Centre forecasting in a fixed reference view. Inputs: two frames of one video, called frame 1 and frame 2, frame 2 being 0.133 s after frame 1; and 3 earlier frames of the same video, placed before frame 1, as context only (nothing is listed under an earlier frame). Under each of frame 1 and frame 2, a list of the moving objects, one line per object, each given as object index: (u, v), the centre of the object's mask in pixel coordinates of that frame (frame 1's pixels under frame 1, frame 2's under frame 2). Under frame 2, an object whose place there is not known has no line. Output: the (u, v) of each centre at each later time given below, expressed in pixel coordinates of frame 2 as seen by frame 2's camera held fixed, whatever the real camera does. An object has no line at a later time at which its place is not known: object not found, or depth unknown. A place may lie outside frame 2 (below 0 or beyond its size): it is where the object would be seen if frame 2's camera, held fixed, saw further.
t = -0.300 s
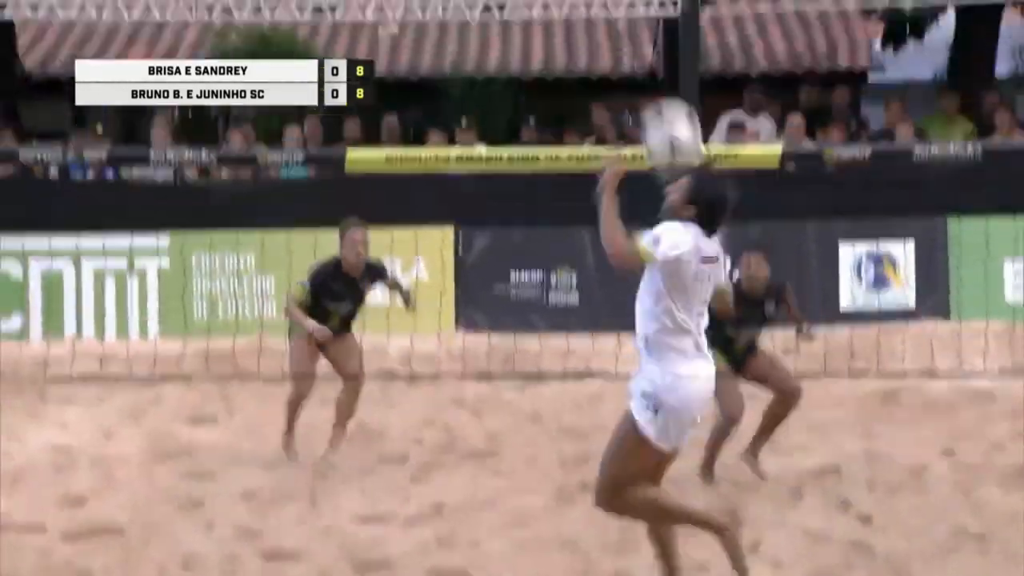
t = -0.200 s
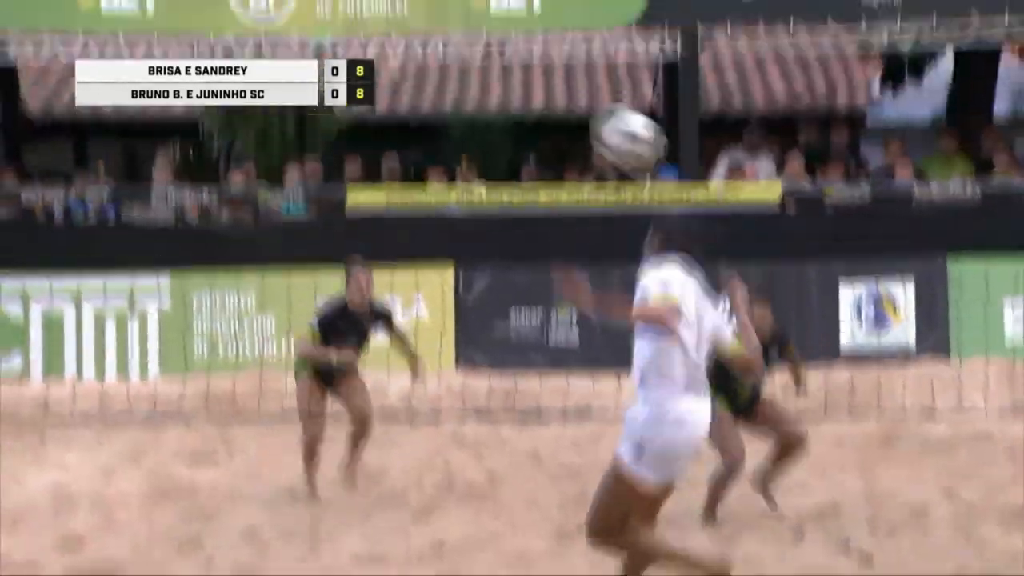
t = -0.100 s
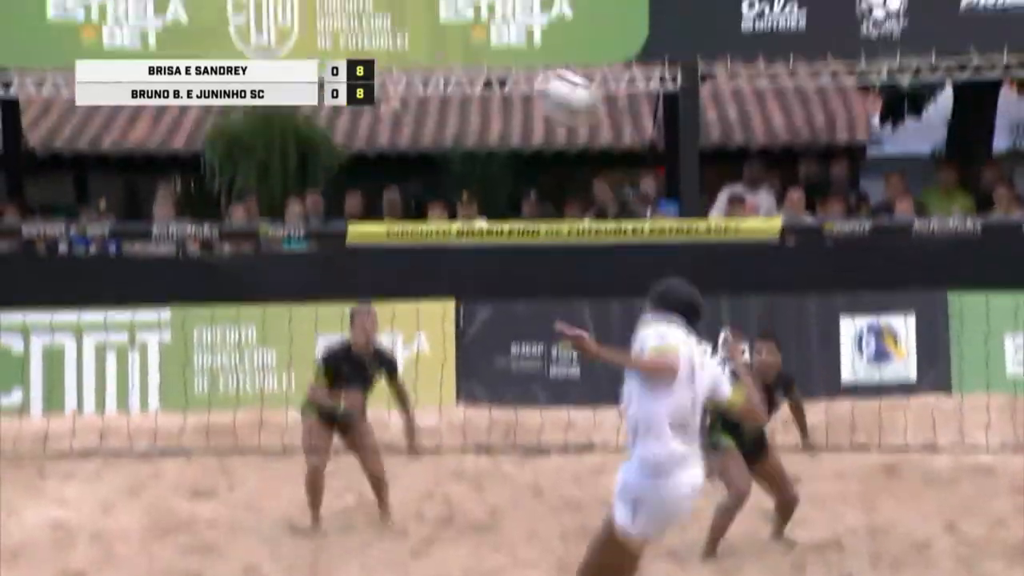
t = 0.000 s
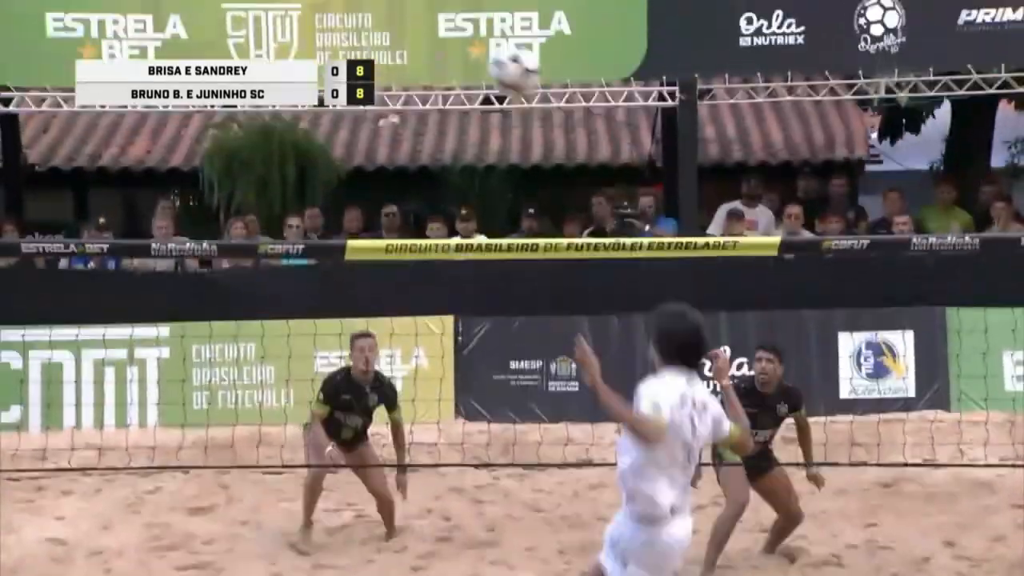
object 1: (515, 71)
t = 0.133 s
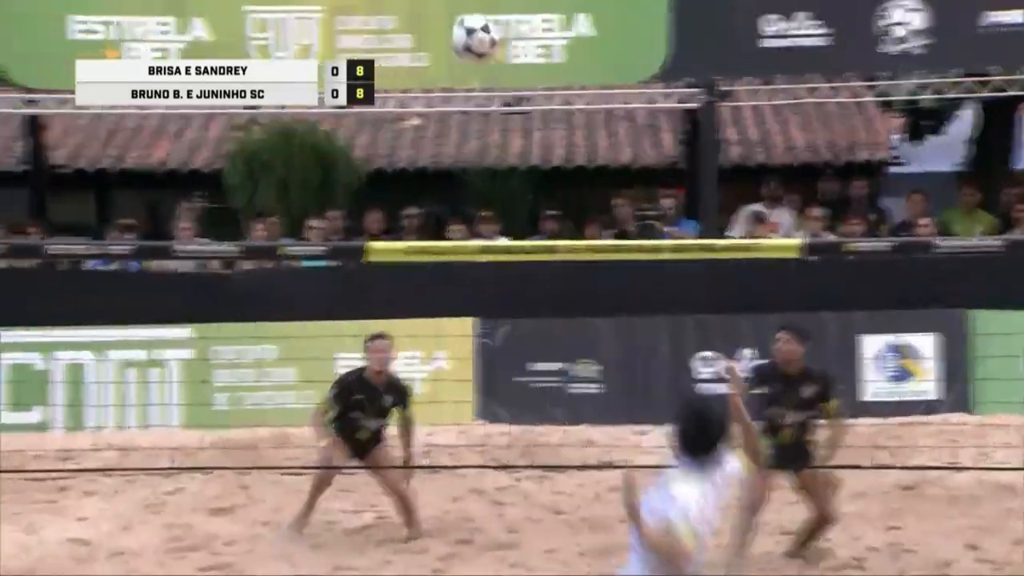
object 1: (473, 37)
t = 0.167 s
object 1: (466, 34)
